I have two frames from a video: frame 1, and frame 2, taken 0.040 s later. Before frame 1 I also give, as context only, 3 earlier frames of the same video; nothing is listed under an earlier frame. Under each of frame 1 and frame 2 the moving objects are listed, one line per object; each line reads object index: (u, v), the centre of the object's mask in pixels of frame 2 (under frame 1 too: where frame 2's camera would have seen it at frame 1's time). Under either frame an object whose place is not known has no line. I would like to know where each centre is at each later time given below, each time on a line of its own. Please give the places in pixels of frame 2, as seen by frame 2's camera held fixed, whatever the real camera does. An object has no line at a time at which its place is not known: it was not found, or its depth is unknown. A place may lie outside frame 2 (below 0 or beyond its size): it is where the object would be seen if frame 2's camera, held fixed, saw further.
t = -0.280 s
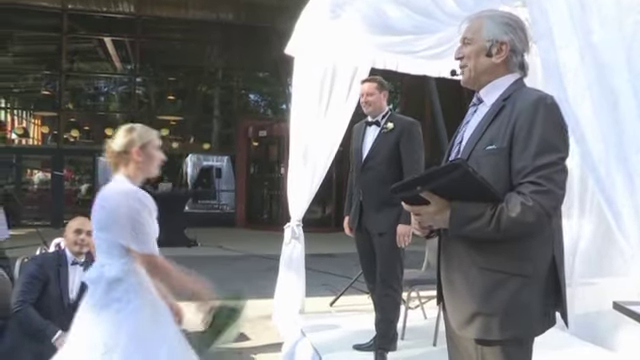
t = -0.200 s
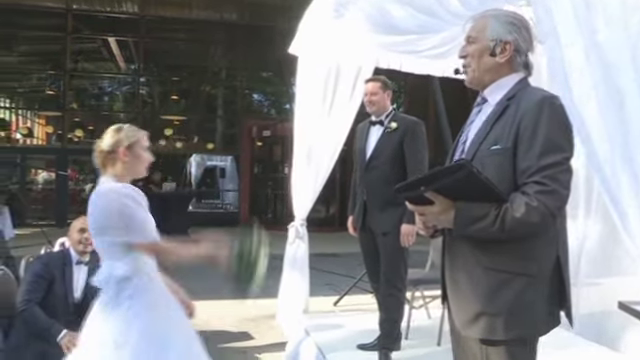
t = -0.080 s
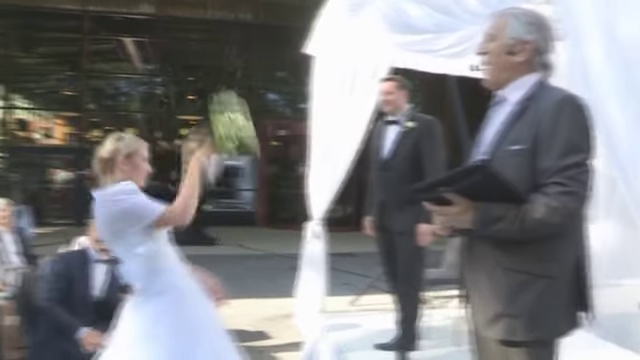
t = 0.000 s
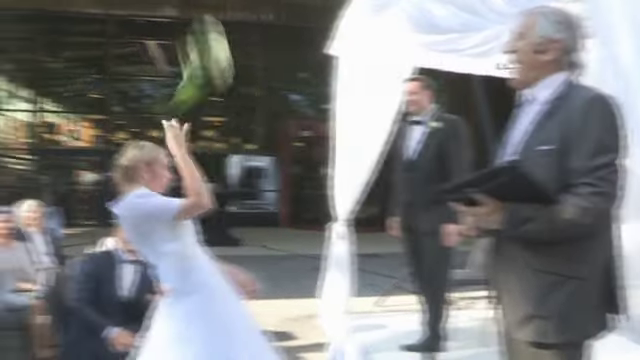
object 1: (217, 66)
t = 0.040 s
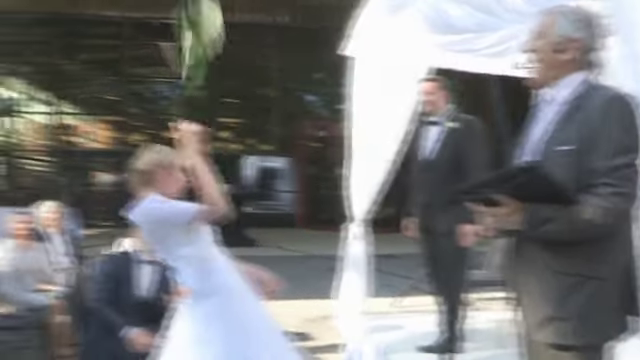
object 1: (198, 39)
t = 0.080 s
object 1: (179, 15)
